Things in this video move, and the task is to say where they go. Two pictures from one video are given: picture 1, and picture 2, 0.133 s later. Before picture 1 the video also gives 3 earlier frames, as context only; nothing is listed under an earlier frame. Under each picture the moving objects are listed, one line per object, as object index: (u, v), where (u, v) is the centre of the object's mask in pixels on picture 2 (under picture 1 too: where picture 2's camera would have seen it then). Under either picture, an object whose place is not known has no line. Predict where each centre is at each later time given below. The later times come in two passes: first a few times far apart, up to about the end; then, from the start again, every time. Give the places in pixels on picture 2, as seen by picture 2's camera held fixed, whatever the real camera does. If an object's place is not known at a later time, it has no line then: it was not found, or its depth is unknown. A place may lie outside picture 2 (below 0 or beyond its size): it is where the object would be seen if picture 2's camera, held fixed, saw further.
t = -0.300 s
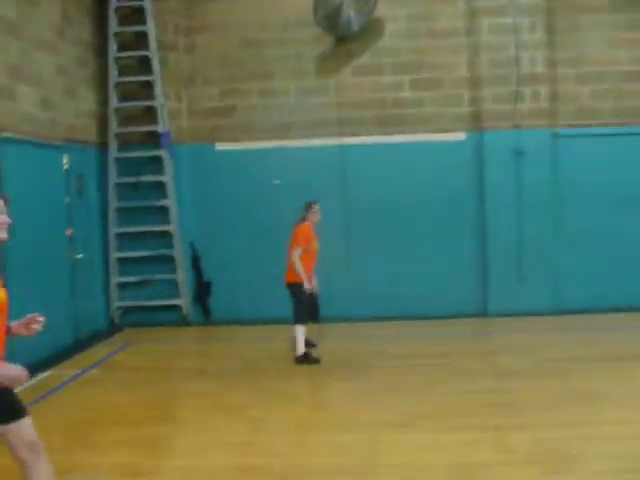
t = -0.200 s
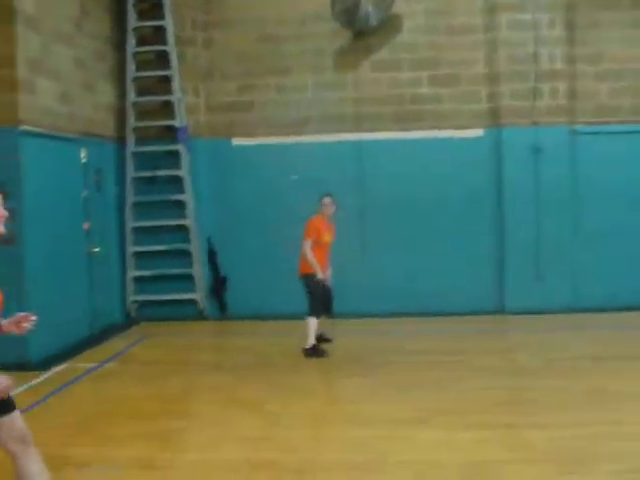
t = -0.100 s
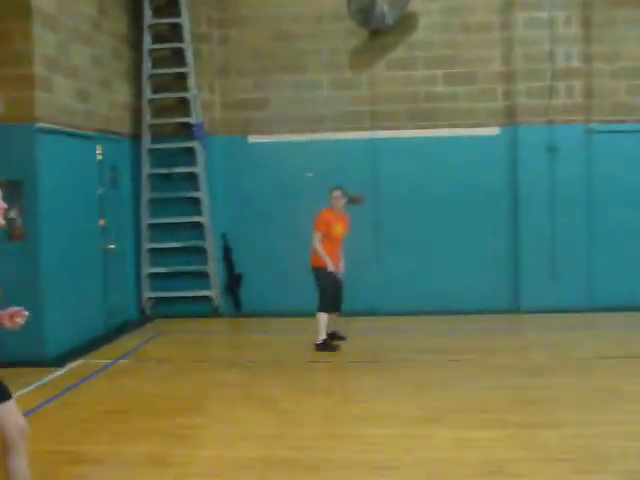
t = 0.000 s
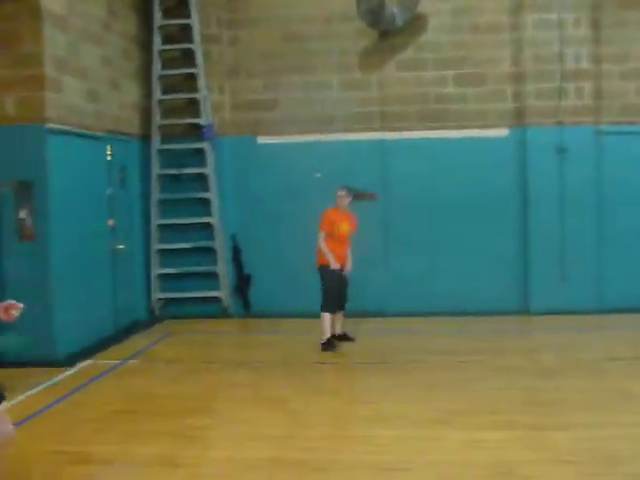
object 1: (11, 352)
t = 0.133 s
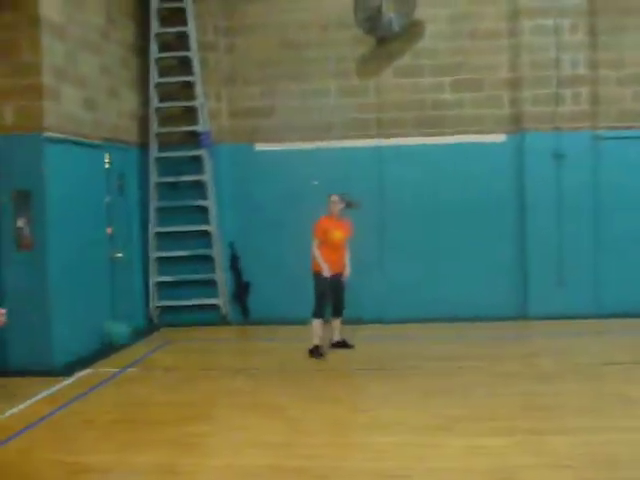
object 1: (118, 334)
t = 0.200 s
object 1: (176, 334)
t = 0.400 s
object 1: (365, 379)
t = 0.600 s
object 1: (588, 393)
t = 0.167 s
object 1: (145, 333)
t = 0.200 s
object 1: (176, 334)
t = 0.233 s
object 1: (207, 338)
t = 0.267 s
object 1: (237, 341)
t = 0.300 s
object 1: (267, 347)
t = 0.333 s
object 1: (300, 356)
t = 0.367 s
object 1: (333, 366)
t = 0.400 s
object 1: (365, 379)
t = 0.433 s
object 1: (402, 393)
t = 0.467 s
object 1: (435, 409)
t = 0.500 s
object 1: (470, 424)
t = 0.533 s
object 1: (504, 419)
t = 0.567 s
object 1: (545, 404)
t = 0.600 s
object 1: (588, 393)
